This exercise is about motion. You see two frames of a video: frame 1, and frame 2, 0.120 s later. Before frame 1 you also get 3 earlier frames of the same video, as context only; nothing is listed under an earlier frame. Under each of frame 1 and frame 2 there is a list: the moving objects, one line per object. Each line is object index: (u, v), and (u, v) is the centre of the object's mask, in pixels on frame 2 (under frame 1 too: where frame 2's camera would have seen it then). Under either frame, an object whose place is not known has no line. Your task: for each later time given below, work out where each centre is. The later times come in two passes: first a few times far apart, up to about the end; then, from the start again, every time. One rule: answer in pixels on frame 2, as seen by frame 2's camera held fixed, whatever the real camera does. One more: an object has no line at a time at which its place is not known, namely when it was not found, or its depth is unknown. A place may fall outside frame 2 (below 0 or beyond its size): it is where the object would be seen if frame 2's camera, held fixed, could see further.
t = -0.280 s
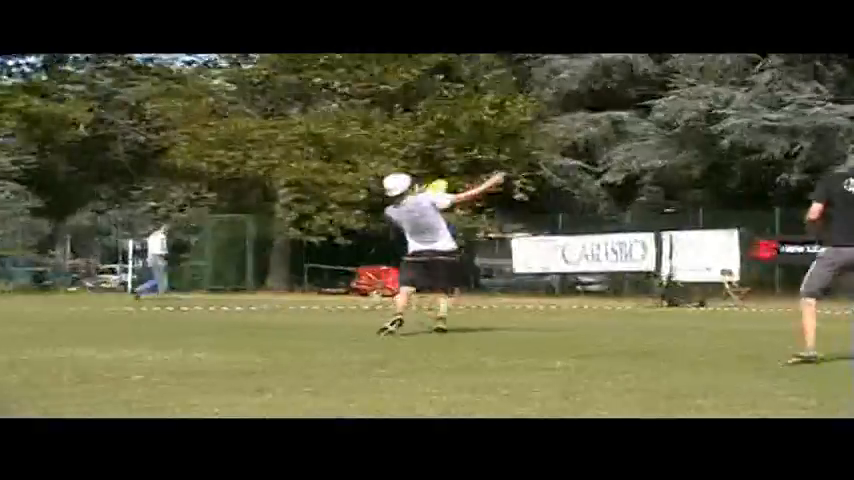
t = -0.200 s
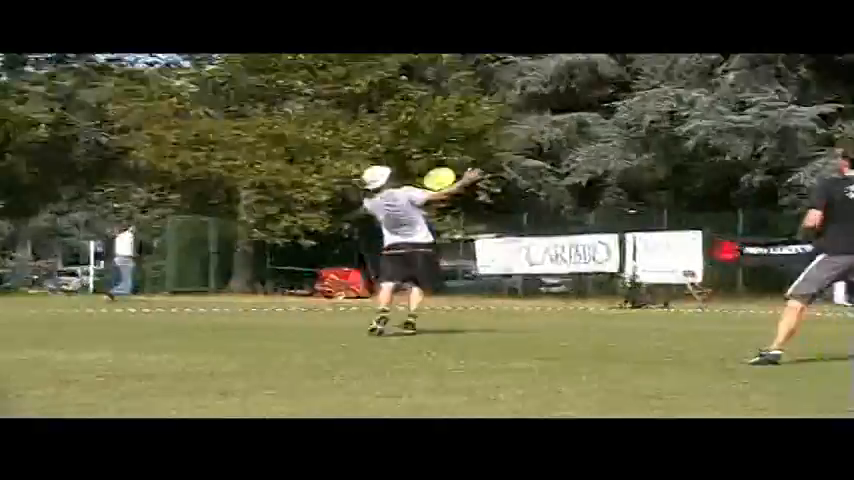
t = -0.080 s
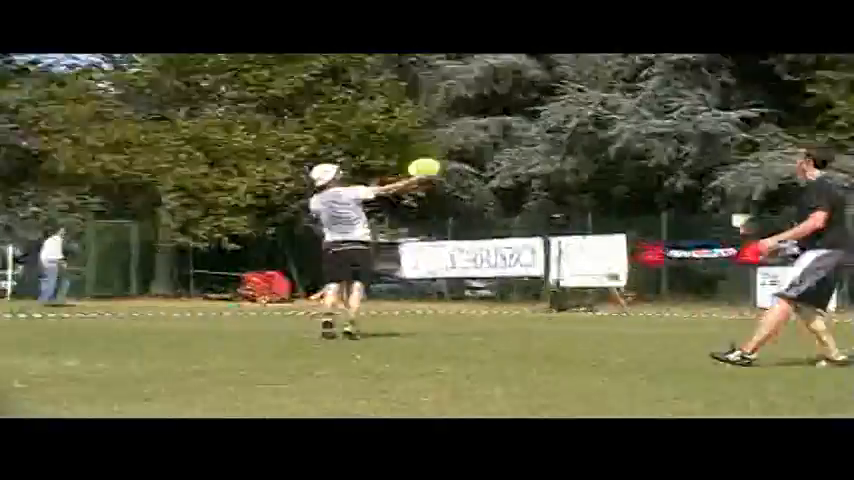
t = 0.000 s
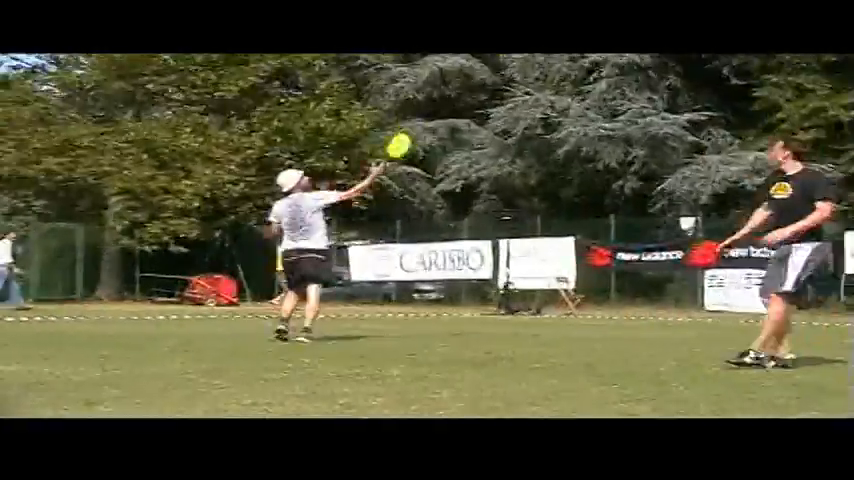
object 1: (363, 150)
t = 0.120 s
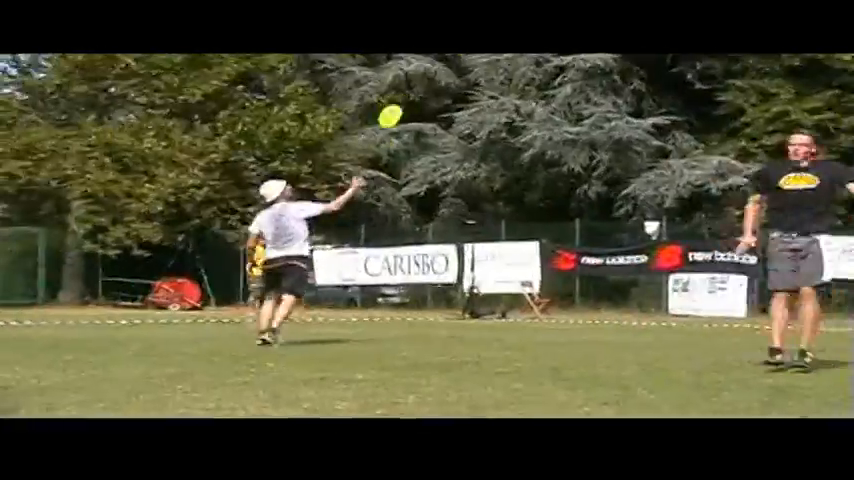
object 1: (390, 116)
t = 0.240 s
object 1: (412, 94)
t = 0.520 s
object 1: (451, 85)
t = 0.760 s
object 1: (469, 123)
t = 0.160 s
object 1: (398, 108)
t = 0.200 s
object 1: (405, 100)
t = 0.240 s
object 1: (412, 94)
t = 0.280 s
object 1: (418, 90)
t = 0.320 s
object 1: (425, 86)
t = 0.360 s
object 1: (431, 83)
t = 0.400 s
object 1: (436, 83)
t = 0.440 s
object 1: (441, 82)
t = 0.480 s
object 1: (446, 83)
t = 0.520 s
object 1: (451, 85)
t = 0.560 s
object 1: (455, 89)
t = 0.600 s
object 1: (459, 94)
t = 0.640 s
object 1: (462, 99)
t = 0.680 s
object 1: (464, 106)
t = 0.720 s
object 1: (467, 114)
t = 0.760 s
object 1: (469, 123)
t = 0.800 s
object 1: (471, 133)
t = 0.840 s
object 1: (471, 144)
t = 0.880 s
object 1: (471, 156)
